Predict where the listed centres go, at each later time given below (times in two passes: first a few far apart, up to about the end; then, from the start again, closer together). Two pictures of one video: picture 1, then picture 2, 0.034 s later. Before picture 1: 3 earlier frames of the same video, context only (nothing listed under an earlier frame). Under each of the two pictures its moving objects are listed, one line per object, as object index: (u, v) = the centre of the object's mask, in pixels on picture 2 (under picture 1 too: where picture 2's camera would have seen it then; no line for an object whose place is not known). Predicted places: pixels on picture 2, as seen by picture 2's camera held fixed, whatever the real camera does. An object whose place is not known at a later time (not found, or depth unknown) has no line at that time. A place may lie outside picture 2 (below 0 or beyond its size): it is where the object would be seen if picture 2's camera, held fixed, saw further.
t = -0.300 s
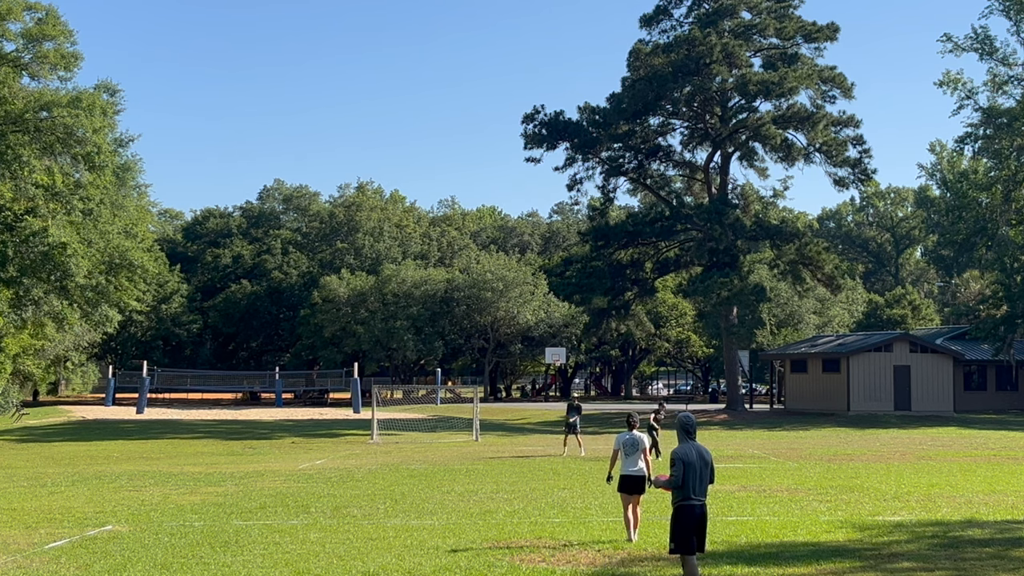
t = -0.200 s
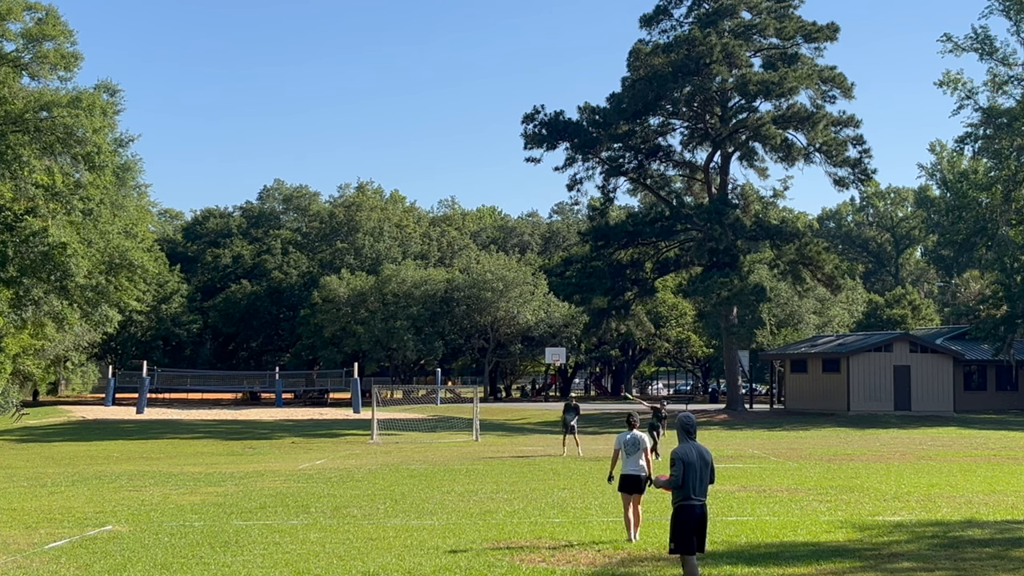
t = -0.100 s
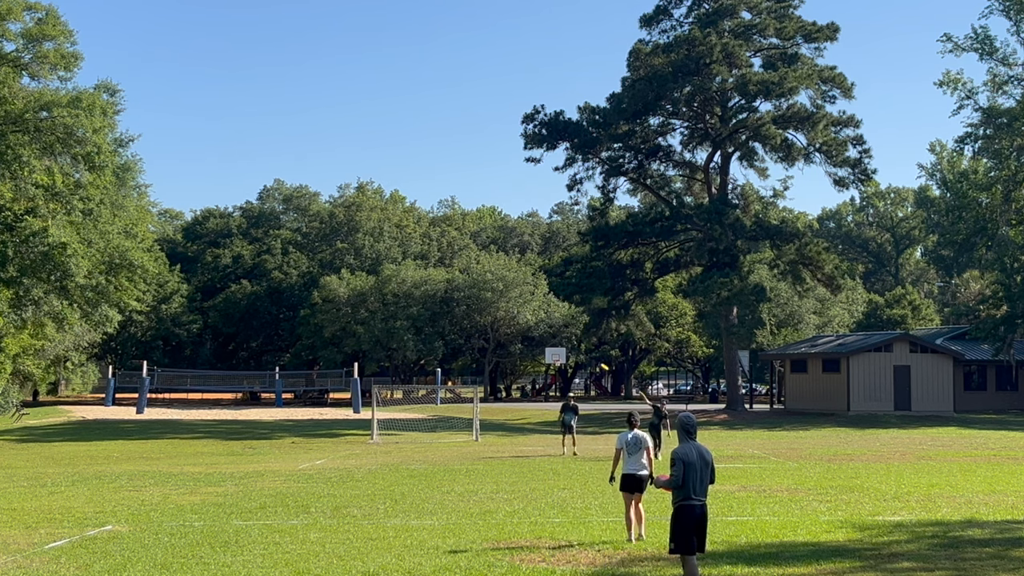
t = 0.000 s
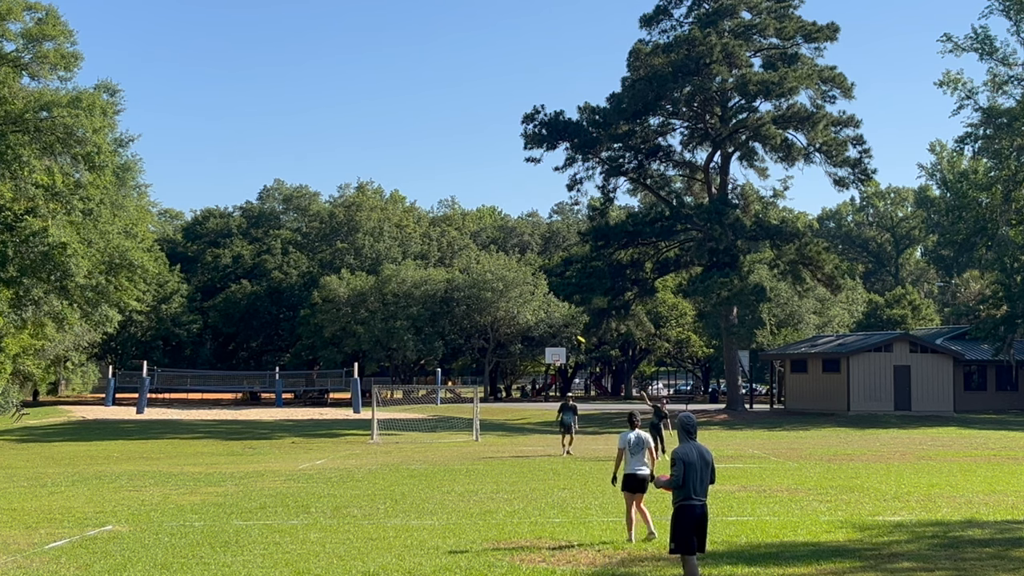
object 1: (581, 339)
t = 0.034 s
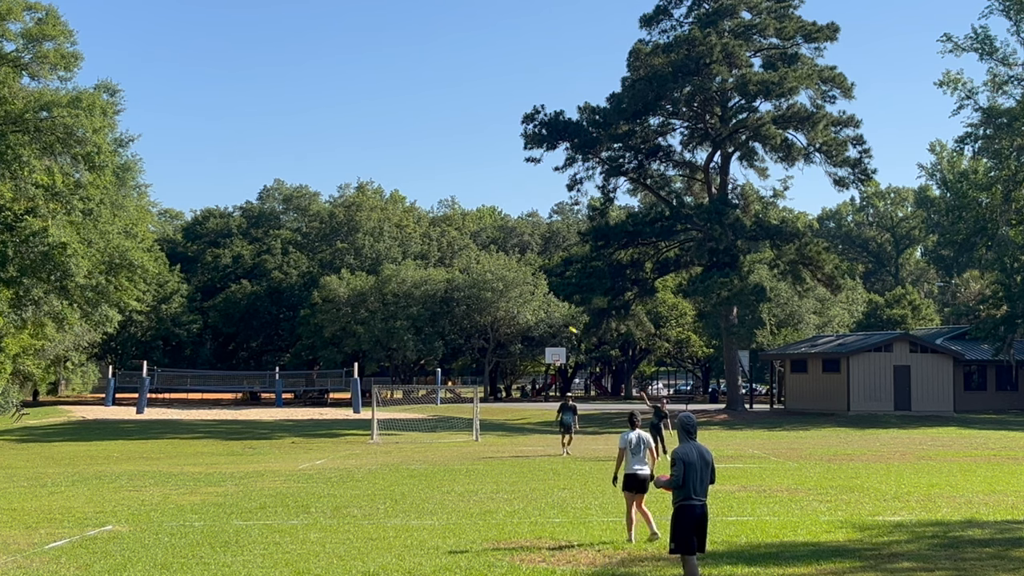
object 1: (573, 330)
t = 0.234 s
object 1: (527, 278)
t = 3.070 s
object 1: (511, 225)
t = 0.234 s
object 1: (527, 278)
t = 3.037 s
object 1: (494, 212)
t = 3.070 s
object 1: (511, 225)
